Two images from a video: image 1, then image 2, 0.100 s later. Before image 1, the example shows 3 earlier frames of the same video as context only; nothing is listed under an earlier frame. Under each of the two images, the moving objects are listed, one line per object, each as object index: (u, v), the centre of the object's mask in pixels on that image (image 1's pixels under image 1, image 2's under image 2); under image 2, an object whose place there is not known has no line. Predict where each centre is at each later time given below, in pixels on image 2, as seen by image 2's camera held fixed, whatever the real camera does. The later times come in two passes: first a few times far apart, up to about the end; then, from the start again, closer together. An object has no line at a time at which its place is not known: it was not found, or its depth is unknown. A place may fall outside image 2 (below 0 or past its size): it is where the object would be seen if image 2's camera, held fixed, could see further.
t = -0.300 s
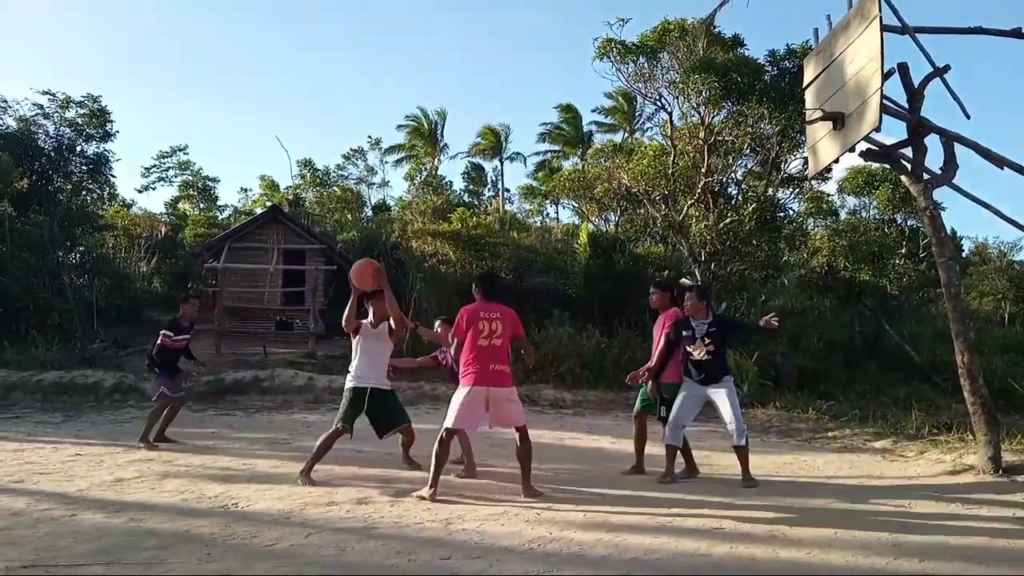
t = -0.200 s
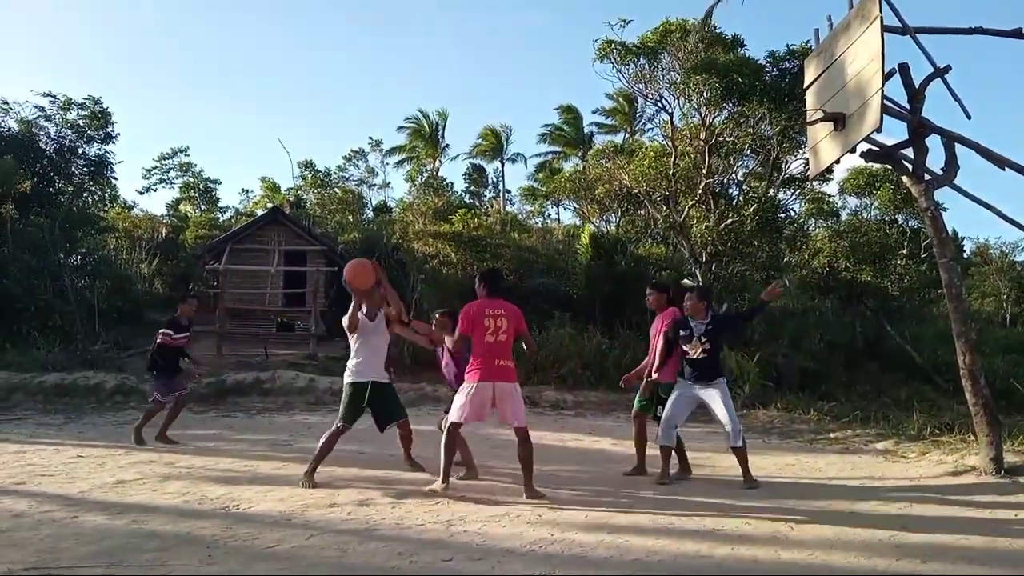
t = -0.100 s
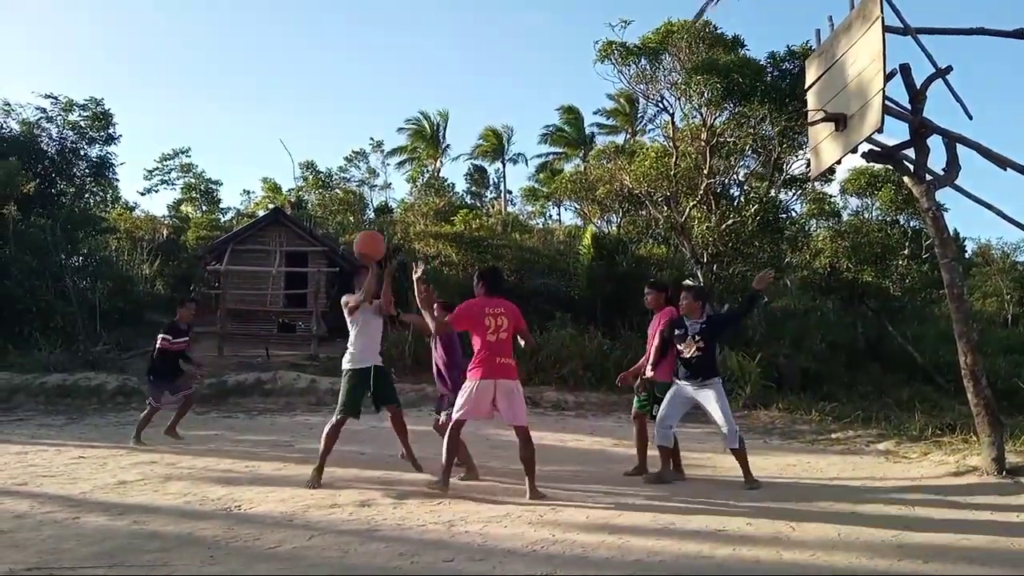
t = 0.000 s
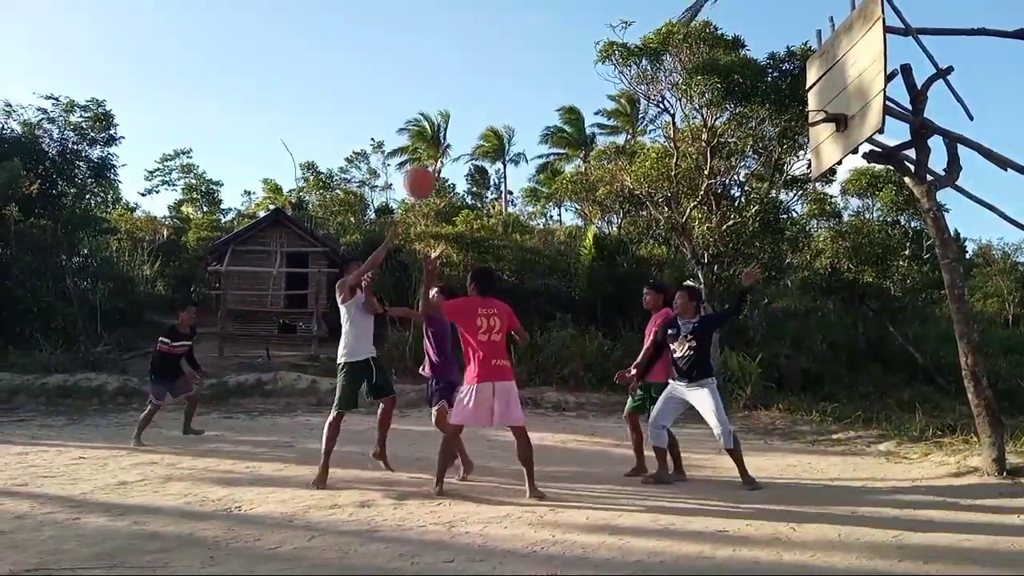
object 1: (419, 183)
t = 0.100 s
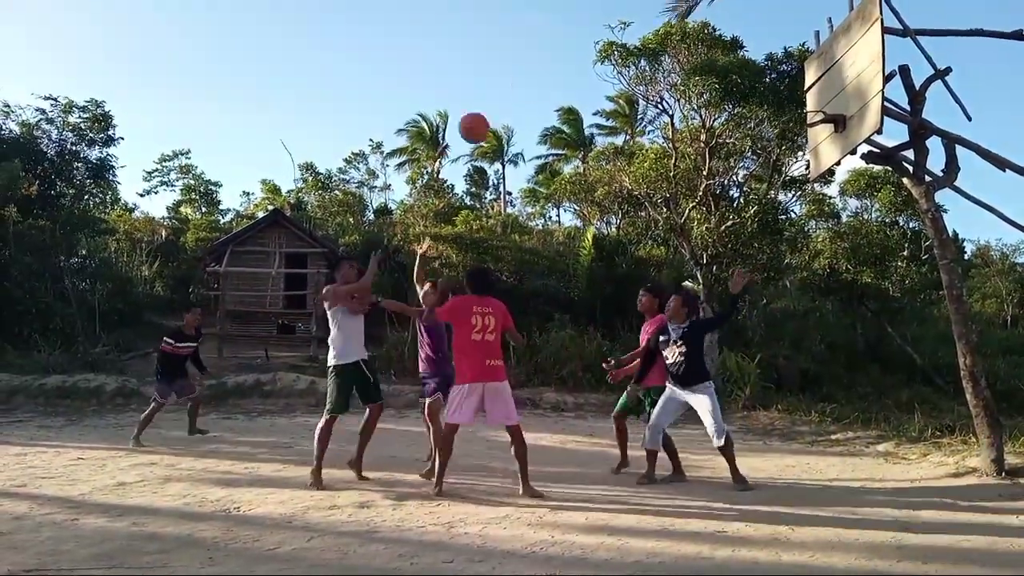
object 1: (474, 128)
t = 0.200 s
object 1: (528, 87)
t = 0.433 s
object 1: (649, 38)
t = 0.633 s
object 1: (747, 48)
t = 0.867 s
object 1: (787, 107)
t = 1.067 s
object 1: (711, 140)
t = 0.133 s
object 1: (492, 113)
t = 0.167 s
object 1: (511, 99)
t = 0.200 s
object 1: (528, 87)
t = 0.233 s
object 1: (546, 76)
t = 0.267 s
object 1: (564, 66)
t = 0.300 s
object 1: (581, 57)
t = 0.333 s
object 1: (599, 50)
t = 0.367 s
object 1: (615, 45)
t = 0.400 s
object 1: (632, 41)
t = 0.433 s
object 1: (649, 38)
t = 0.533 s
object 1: (697, 36)
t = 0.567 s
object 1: (714, 39)
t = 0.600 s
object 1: (731, 43)
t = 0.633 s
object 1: (747, 48)
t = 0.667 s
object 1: (763, 54)
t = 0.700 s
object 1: (779, 61)
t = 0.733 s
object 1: (796, 70)
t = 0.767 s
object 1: (813, 80)
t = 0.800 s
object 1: (815, 89)
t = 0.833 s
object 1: (800, 98)
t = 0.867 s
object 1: (787, 107)
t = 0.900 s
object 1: (774, 114)
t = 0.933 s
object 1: (761, 118)
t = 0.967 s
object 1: (748, 122)
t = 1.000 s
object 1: (736, 128)
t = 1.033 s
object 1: (723, 134)
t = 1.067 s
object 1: (711, 140)
